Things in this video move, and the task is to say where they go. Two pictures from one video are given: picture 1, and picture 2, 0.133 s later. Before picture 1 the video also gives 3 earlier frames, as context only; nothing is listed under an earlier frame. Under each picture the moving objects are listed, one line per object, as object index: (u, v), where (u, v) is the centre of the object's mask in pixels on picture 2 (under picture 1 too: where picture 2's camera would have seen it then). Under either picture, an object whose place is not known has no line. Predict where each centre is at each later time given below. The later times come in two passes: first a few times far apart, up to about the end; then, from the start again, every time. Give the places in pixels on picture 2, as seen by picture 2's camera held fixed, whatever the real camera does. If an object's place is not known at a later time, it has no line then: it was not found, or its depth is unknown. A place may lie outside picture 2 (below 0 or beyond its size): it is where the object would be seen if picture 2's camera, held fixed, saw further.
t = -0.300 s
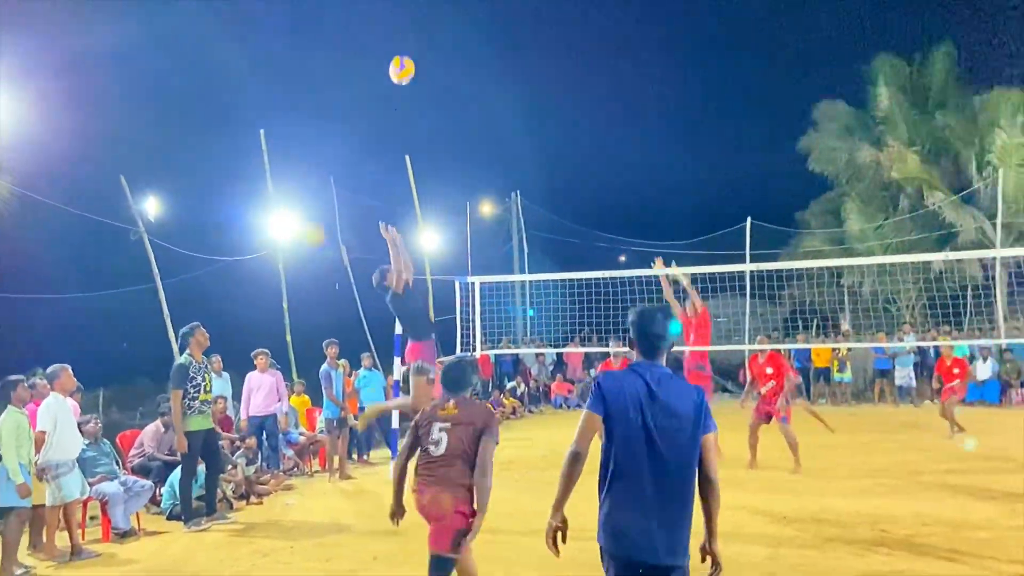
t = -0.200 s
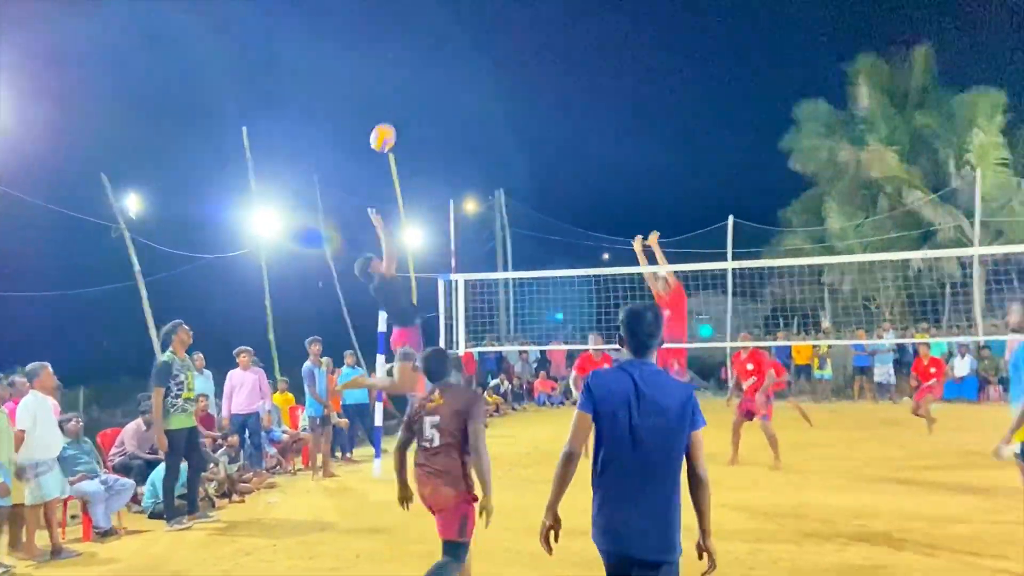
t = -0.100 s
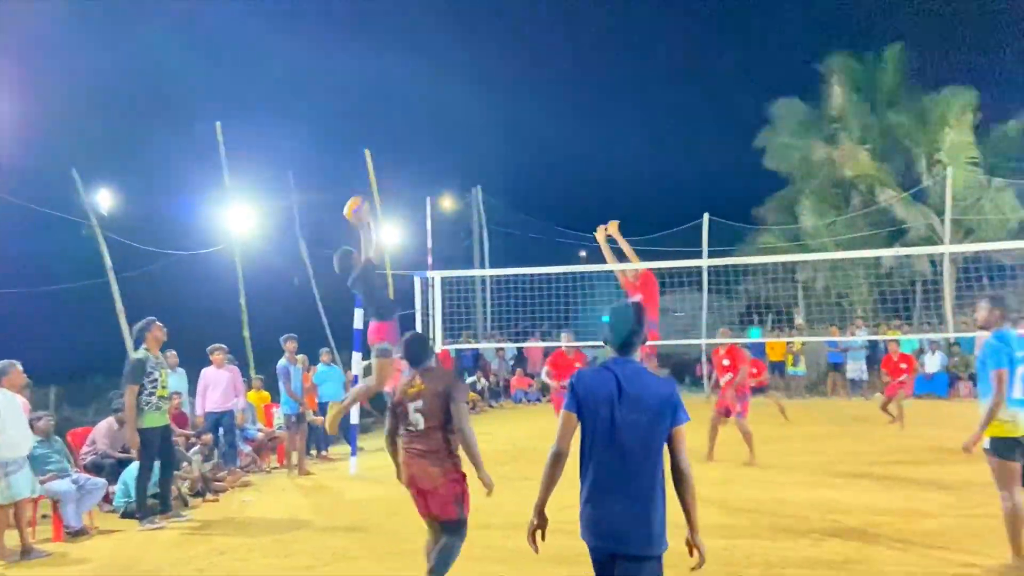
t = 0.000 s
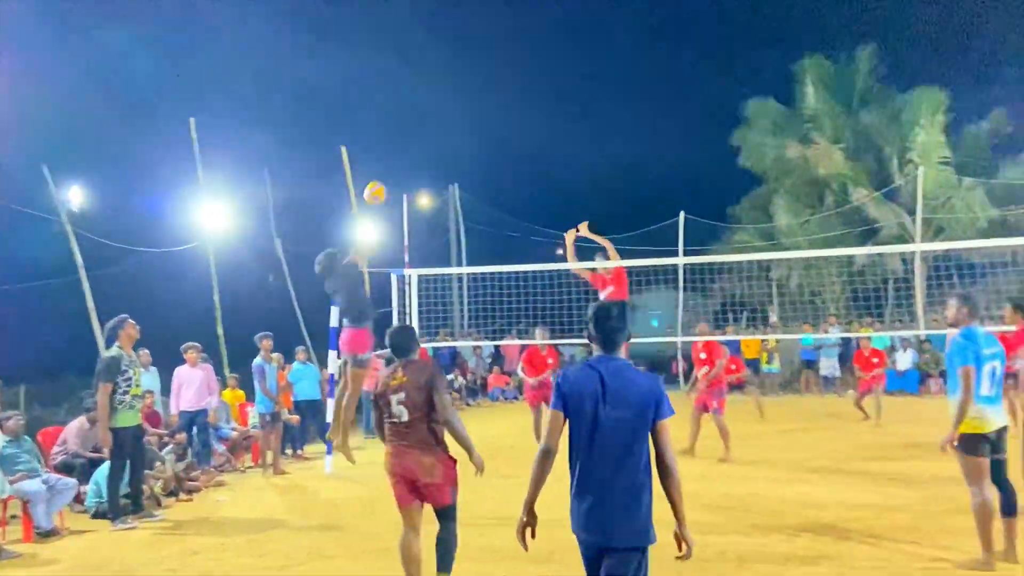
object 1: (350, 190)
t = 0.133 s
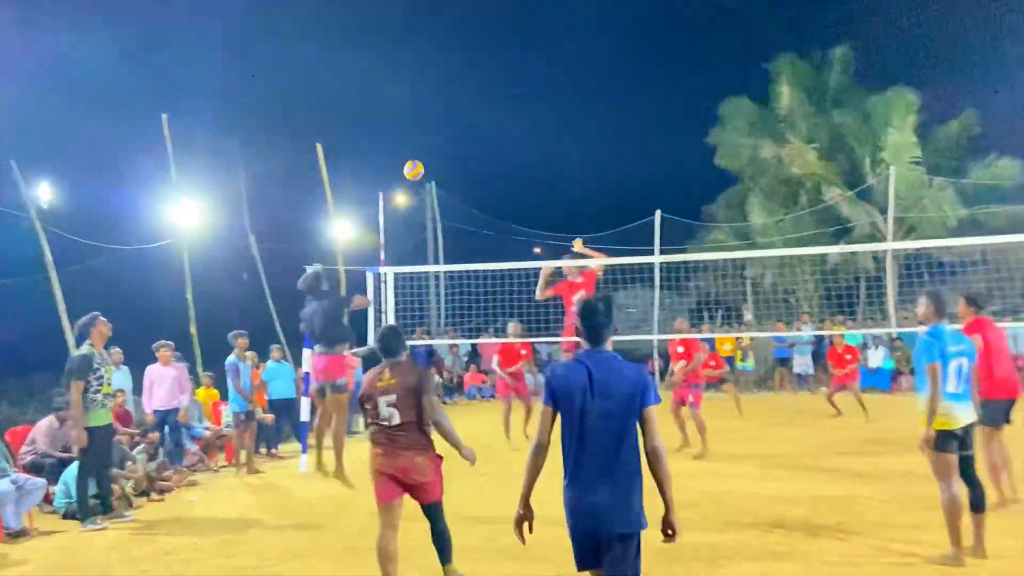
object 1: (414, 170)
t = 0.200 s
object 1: (441, 167)
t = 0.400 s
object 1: (507, 178)
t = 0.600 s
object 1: (559, 215)
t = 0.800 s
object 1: (598, 270)
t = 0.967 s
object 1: (628, 326)
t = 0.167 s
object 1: (428, 168)
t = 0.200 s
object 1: (441, 167)
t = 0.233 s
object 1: (454, 166)
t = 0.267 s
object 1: (465, 167)
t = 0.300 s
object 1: (476, 168)
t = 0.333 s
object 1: (487, 171)
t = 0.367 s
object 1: (496, 174)
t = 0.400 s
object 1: (507, 178)
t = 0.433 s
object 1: (516, 182)
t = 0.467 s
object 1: (525, 188)
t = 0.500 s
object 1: (534, 194)
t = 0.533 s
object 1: (542, 200)
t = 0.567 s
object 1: (551, 208)
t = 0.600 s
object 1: (559, 215)
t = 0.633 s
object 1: (566, 223)
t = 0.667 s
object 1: (573, 231)
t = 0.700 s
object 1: (580, 240)
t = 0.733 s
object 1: (586, 249)
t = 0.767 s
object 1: (592, 256)
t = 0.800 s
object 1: (598, 270)
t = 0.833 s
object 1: (605, 280)
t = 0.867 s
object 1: (610, 290)
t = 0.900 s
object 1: (616, 303)
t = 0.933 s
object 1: (622, 314)
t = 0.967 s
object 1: (628, 326)
